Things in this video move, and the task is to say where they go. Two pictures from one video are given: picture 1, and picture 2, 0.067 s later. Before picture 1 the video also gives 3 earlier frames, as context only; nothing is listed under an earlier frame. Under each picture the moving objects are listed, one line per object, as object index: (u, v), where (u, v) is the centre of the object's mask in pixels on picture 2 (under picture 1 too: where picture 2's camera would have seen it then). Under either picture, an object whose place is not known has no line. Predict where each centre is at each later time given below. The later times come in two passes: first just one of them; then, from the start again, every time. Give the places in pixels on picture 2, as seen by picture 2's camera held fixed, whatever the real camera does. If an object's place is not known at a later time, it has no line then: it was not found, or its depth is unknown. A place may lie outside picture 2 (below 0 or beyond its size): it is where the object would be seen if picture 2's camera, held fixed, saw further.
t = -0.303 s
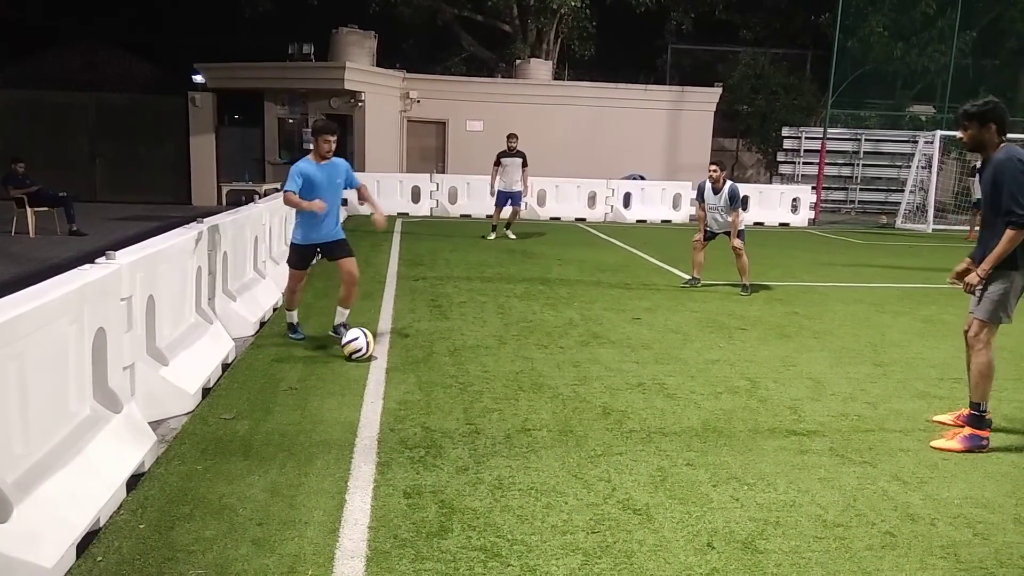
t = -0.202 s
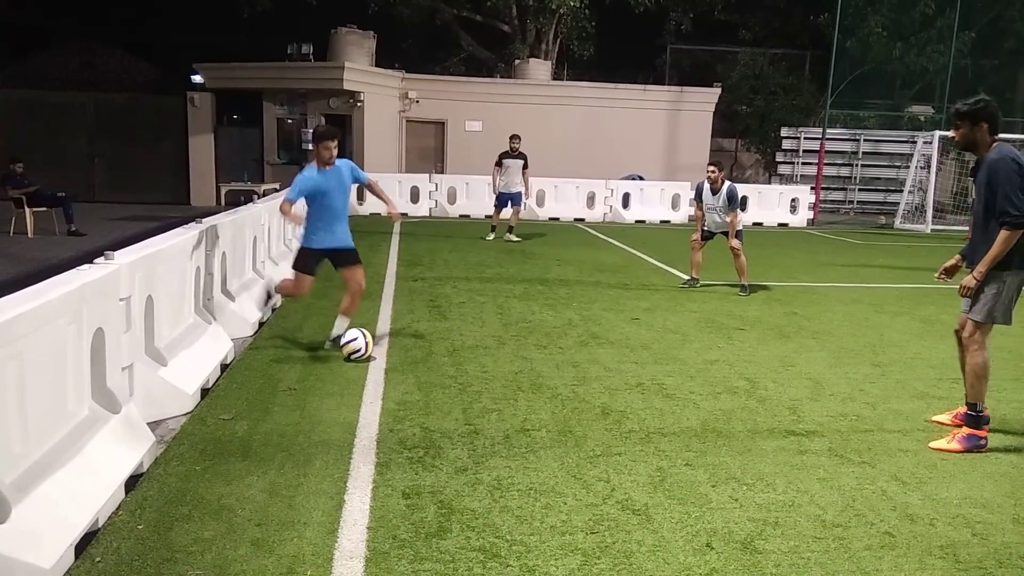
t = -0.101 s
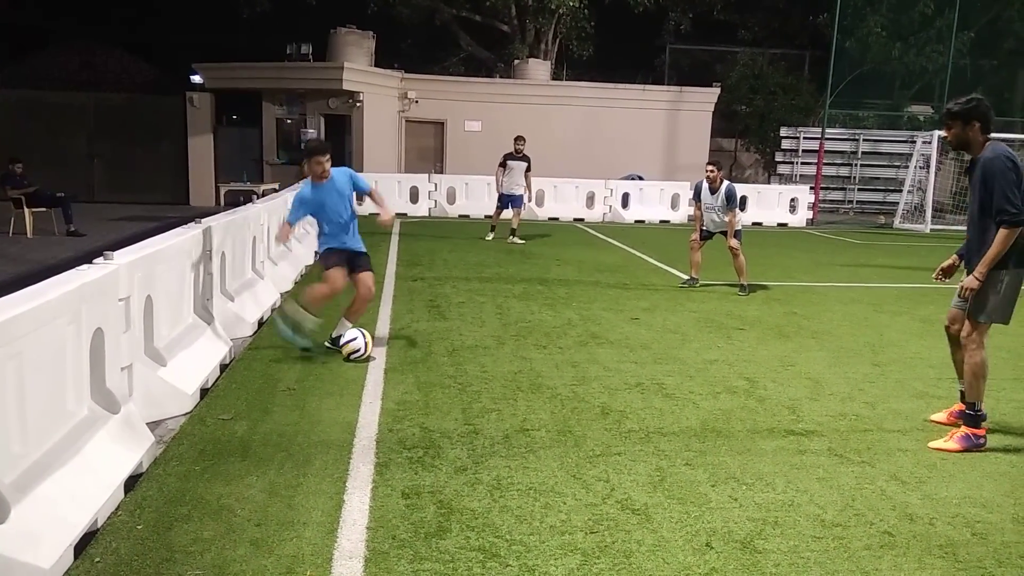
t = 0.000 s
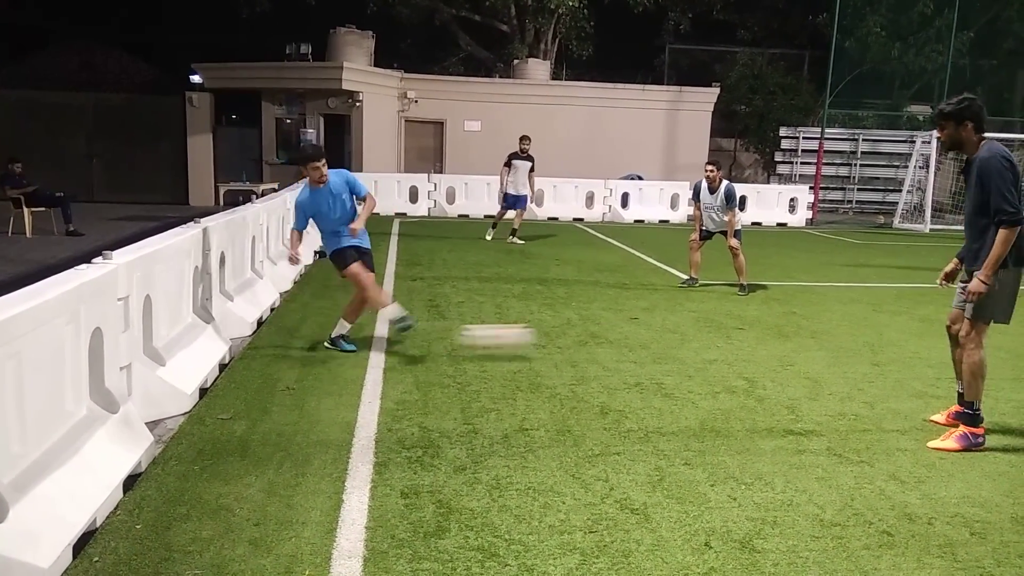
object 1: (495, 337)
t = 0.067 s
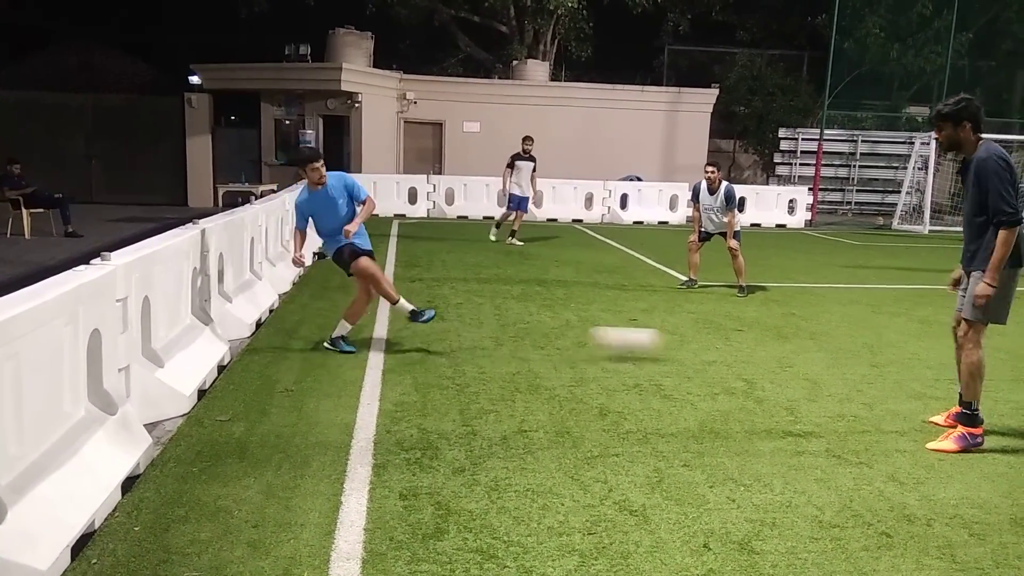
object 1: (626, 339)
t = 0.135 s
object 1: (748, 340)
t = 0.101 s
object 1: (689, 343)
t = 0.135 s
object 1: (748, 340)
